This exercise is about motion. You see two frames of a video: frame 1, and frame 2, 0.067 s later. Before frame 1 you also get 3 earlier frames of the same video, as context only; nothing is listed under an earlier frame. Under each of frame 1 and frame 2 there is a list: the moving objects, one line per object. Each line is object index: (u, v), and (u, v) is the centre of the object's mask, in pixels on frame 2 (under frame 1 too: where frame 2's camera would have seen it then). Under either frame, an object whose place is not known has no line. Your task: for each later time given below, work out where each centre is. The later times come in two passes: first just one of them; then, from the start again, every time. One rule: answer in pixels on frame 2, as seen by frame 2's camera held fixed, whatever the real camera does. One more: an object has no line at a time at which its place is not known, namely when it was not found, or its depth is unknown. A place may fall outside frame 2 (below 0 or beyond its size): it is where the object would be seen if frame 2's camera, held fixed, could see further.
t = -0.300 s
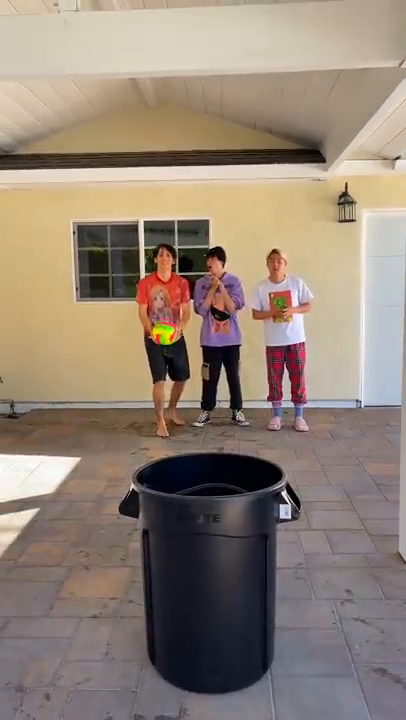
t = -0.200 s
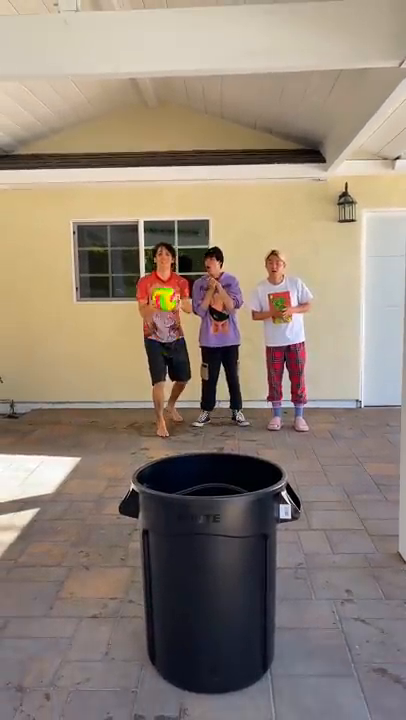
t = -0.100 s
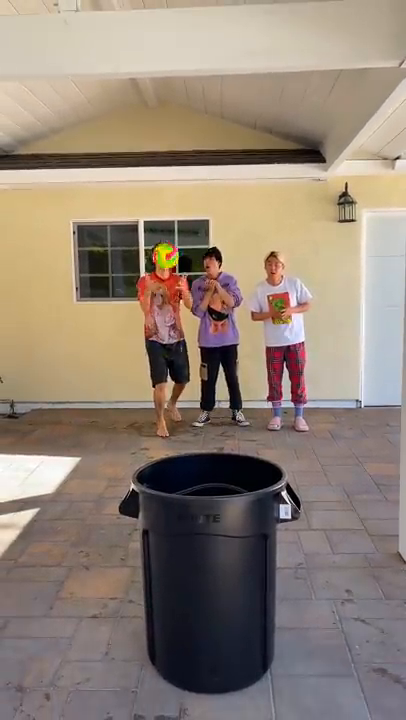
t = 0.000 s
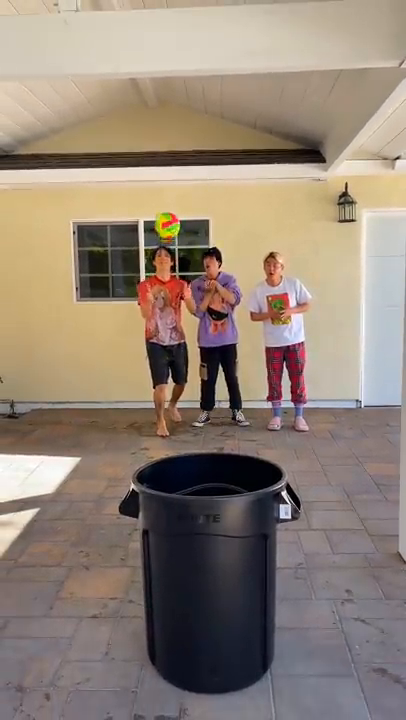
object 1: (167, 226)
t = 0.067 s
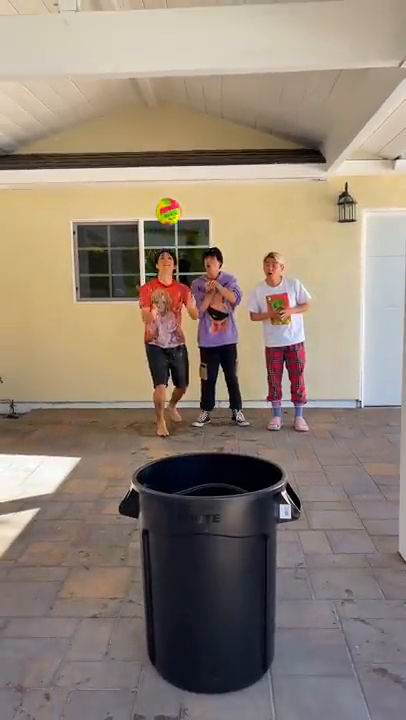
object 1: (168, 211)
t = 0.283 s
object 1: (173, 203)
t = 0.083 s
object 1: (168, 208)
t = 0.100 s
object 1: (168, 206)
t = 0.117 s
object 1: (169, 204)
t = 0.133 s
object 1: (169, 203)
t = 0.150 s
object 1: (169, 201)
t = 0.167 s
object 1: (169, 200)
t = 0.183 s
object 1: (169, 200)
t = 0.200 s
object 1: (170, 200)
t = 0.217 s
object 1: (170, 200)
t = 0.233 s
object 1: (170, 200)
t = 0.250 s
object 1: (170, 200)
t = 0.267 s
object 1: (172, 201)
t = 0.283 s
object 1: (173, 203)
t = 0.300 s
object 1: (173, 205)
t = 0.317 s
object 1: (174, 207)
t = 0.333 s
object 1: (174, 209)
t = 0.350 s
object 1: (175, 212)
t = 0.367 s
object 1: (175, 215)
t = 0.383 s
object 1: (176, 218)
